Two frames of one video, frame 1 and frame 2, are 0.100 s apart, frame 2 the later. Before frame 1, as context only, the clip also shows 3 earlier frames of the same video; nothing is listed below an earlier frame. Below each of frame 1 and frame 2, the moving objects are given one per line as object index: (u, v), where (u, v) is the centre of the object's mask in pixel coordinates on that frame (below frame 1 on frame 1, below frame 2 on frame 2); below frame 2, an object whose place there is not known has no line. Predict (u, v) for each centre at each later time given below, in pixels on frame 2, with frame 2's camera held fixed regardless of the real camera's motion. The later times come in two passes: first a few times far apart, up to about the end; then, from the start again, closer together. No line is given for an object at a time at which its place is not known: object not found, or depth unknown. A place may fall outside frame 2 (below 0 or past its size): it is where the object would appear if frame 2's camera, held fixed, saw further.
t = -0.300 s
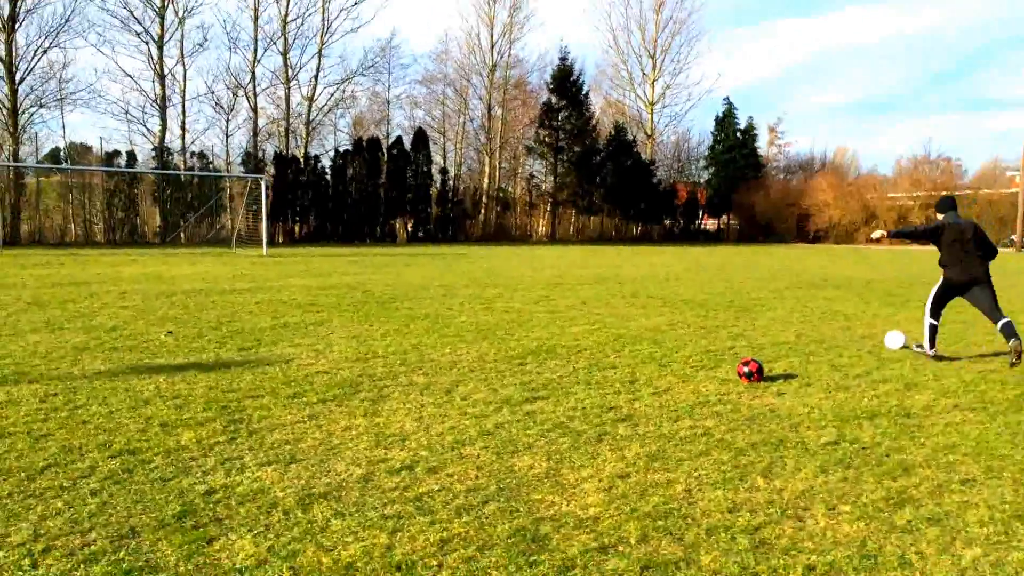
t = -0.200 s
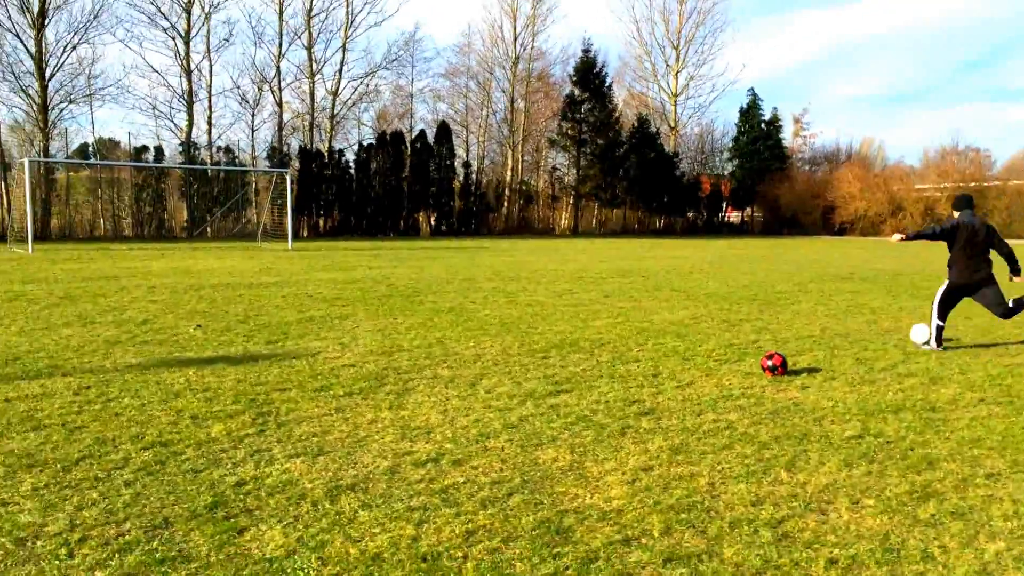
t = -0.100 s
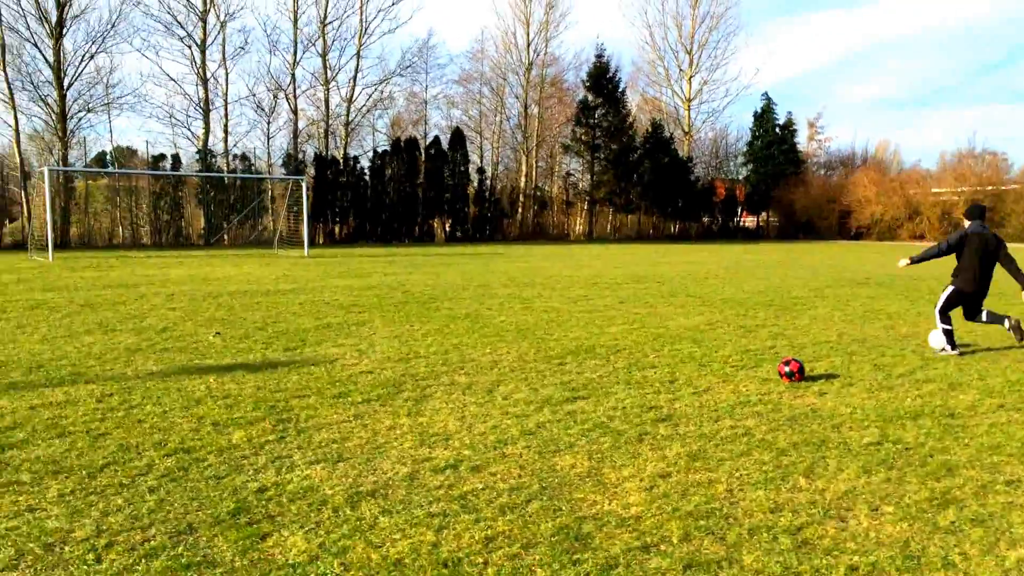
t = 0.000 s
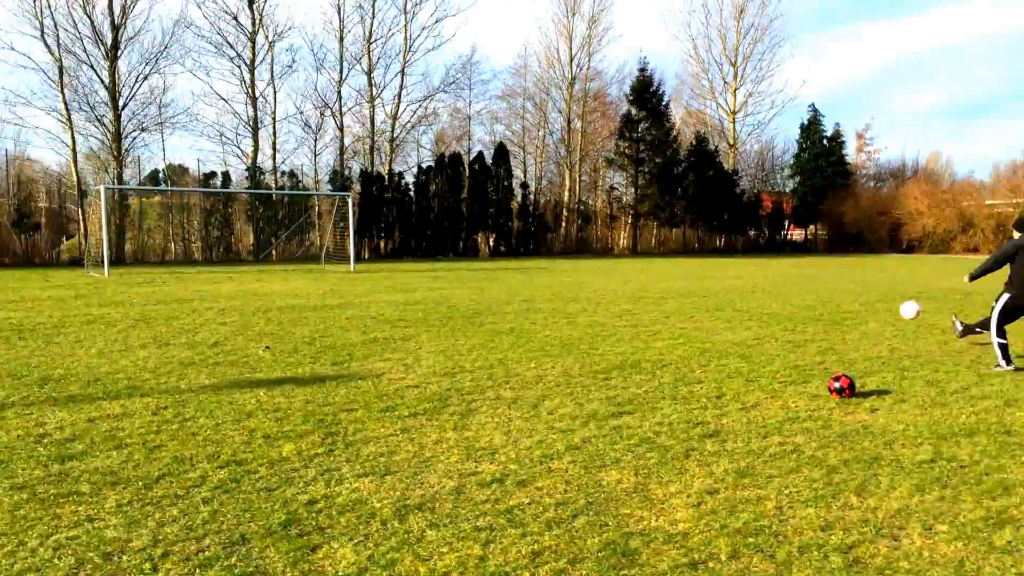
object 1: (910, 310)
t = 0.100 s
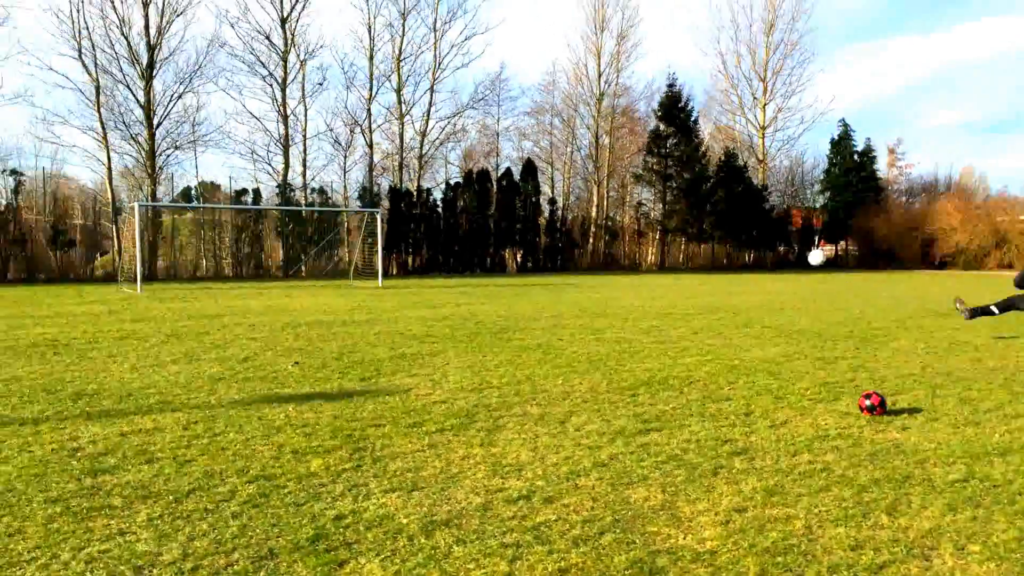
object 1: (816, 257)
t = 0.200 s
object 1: (731, 209)
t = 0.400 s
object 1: (628, 148)
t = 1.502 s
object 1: (489, 115)
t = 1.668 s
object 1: (485, 134)
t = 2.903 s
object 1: (505, 252)
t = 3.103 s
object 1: (511, 247)
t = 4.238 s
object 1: (541, 269)
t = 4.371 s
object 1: (544, 270)
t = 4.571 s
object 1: (547, 269)
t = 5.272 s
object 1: (558, 271)
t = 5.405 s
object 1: (560, 270)
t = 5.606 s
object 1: (563, 271)
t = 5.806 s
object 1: (565, 271)
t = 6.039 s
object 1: (566, 271)
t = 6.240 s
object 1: (567, 270)
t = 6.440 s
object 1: (567, 270)
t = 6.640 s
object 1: (567, 271)
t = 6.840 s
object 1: (567, 271)
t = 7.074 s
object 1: (567, 270)
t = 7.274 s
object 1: (567, 271)
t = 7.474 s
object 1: (567, 271)
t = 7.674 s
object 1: (567, 271)
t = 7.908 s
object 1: (567, 270)
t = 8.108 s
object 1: (567, 270)
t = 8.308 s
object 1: (567, 270)
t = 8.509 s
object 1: (567, 270)
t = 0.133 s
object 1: (784, 240)
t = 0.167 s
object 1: (756, 223)
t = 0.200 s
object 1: (731, 209)
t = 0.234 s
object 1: (710, 196)
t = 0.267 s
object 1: (690, 184)
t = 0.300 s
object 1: (673, 173)
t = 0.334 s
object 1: (656, 164)
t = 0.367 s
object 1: (641, 155)
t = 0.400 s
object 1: (628, 148)
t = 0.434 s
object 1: (614, 141)
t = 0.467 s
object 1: (604, 134)
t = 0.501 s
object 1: (594, 128)
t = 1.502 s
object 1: (489, 115)
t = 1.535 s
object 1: (487, 120)
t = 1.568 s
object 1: (486, 124)
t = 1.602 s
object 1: (485, 126)
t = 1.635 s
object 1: (485, 130)
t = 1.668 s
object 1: (485, 134)
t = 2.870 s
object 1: (504, 253)
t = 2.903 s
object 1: (505, 252)
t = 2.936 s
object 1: (506, 251)
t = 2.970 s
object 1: (507, 250)
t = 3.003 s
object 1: (508, 249)
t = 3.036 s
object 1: (509, 248)
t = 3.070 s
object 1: (510, 247)
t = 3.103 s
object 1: (511, 247)
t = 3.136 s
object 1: (512, 247)
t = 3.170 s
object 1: (513, 247)
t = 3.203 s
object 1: (514, 248)
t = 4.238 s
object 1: (541, 269)
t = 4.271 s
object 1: (541, 269)
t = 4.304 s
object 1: (542, 269)
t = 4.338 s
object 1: (543, 269)
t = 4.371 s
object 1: (544, 270)
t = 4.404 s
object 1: (544, 271)
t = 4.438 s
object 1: (545, 271)
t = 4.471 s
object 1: (546, 271)
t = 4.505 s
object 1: (546, 270)
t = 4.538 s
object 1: (547, 269)
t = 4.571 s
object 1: (547, 269)
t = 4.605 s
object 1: (548, 269)
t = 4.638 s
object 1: (548, 269)
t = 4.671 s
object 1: (549, 268)
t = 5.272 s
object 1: (558, 271)
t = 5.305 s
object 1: (559, 271)
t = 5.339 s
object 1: (559, 270)
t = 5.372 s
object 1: (560, 270)
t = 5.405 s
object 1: (560, 270)
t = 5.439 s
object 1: (561, 270)
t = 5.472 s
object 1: (561, 270)
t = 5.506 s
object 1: (561, 271)
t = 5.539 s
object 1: (562, 271)
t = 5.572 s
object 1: (562, 271)
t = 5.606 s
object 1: (563, 271)
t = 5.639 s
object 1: (563, 271)
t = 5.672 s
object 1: (563, 271)
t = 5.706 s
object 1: (564, 271)
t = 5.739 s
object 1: (564, 271)
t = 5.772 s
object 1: (564, 271)
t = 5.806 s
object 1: (565, 271)
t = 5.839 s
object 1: (565, 271)
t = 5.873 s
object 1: (565, 271)
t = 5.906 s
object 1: (565, 270)
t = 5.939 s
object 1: (565, 271)
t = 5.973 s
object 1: (566, 271)
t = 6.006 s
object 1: (566, 270)
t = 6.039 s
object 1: (566, 271)
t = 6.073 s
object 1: (566, 271)
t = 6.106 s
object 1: (566, 271)
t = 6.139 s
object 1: (566, 271)
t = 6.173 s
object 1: (566, 270)
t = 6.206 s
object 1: (567, 270)
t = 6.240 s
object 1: (567, 270)
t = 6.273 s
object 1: (567, 270)
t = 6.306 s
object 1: (567, 270)
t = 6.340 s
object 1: (567, 270)
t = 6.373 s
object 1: (567, 270)
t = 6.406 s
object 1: (567, 270)
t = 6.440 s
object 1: (567, 270)
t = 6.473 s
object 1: (567, 270)
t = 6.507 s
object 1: (567, 270)
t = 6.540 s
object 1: (567, 270)
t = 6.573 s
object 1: (567, 270)
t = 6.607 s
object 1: (567, 271)
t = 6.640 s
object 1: (567, 271)
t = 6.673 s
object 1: (567, 271)
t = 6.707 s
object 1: (567, 271)
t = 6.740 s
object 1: (567, 271)
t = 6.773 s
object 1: (567, 271)
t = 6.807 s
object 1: (567, 271)
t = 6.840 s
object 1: (567, 271)
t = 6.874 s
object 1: (567, 270)
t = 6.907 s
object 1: (567, 270)
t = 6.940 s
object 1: (567, 270)
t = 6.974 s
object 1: (567, 270)
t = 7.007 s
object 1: (567, 270)
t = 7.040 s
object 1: (567, 270)
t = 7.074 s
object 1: (567, 270)
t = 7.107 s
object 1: (567, 270)
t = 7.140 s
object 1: (567, 270)
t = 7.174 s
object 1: (567, 270)
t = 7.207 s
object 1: (567, 270)
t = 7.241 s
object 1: (567, 270)
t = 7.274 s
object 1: (567, 271)
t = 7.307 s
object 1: (567, 270)
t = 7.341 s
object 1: (567, 271)
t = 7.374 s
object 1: (567, 270)
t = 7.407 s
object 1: (567, 270)
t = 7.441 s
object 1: (567, 270)
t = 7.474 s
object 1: (567, 271)
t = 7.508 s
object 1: (567, 270)
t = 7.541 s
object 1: (567, 270)
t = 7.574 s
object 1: (567, 271)
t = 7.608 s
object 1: (567, 271)
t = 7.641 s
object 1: (567, 271)
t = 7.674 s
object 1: (567, 271)
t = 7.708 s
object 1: (567, 271)
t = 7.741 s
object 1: (567, 271)
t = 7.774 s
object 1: (567, 270)
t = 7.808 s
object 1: (567, 270)
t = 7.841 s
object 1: (567, 270)
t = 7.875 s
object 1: (566, 270)
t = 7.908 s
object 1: (567, 270)
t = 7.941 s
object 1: (567, 270)
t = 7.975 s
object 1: (567, 270)
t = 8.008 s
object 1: (567, 270)
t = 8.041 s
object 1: (567, 270)
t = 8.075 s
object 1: (567, 270)
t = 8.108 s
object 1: (567, 270)
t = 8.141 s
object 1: (567, 270)
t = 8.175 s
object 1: (567, 270)
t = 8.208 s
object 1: (567, 270)
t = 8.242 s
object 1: (567, 270)
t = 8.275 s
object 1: (567, 270)
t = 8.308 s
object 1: (567, 270)
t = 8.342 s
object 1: (567, 270)
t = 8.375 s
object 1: (567, 270)
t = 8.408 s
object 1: (567, 270)
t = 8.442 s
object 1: (567, 270)
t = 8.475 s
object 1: (566, 270)
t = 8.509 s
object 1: (567, 270)
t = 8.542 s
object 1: (566, 270)
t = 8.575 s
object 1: (567, 270)
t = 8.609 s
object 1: (566, 270)
